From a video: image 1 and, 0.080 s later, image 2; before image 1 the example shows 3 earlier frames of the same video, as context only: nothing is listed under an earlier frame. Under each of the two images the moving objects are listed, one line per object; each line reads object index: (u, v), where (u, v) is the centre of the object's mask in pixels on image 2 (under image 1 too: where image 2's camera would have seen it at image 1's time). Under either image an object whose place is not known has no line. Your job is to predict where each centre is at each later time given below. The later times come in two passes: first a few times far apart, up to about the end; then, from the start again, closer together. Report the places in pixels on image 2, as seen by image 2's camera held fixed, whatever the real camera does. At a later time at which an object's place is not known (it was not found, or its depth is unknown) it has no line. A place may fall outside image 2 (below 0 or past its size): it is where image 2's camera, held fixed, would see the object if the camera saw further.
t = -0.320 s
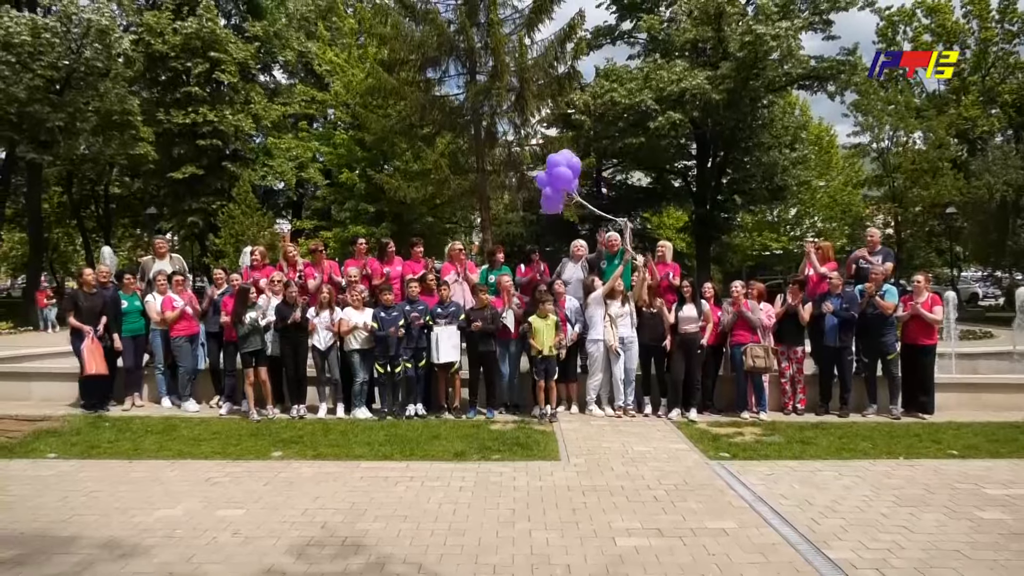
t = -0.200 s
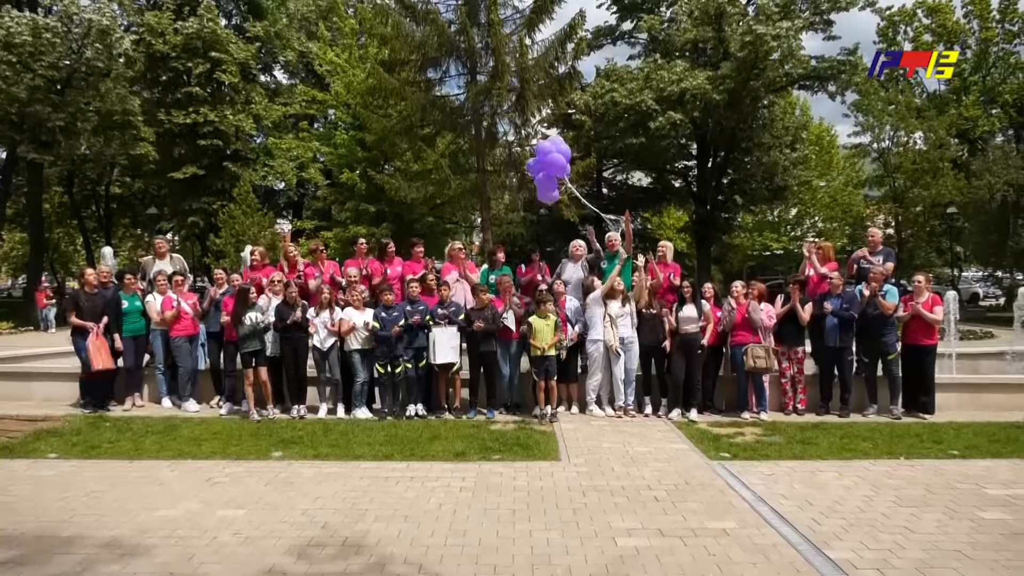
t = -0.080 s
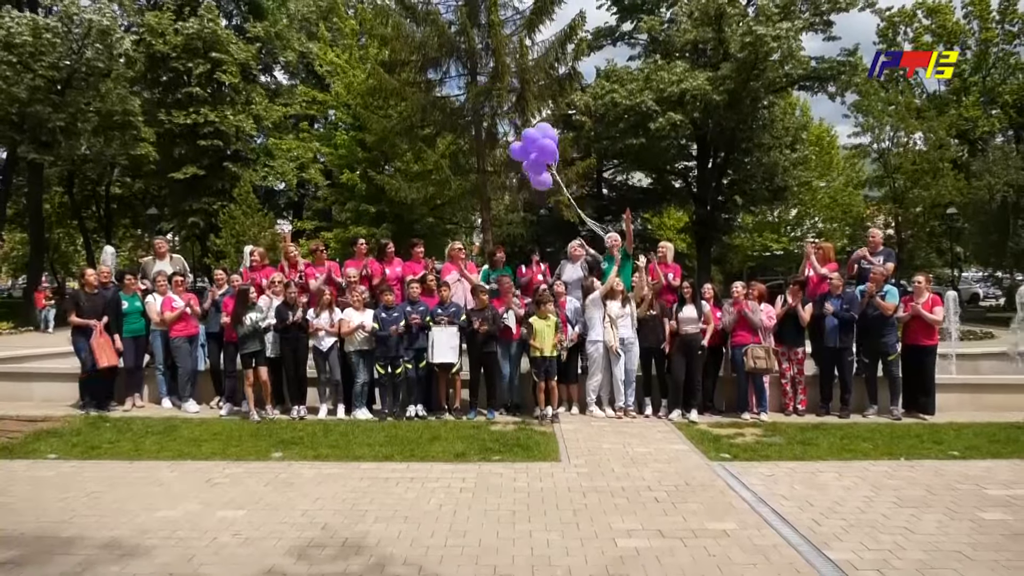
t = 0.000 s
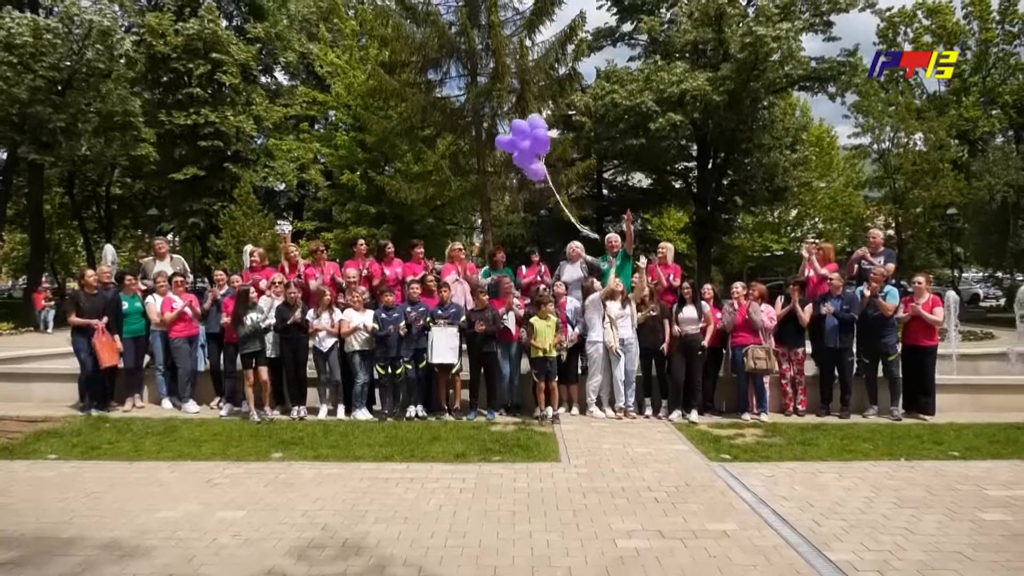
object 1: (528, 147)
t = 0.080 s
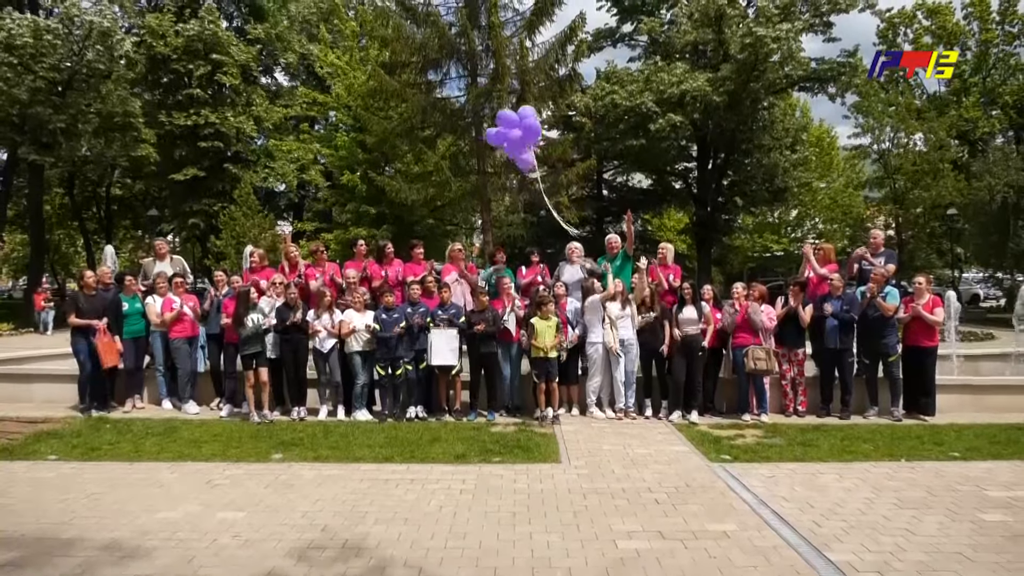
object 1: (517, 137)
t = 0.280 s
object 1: (491, 112)
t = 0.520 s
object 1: (458, 81)
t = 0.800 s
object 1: (425, 44)
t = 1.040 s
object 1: (404, 17)
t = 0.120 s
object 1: (512, 132)
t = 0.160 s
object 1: (506, 126)
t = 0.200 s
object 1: (501, 122)
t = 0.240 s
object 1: (496, 118)
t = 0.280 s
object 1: (491, 112)
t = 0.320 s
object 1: (485, 106)
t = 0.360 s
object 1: (480, 101)
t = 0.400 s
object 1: (474, 96)
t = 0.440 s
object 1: (469, 91)
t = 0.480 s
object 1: (464, 85)
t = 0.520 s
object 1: (458, 81)
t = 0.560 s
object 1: (454, 76)
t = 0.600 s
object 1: (449, 71)
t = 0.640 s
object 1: (445, 68)
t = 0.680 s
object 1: (439, 61)
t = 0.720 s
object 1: (433, 54)
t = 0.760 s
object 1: (429, 49)
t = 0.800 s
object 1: (425, 44)
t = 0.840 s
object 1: (420, 40)
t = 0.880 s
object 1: (415, 36)
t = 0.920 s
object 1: (411, 31)
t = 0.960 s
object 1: (411, 27)
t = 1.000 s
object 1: (407, 22)
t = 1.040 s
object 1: (404, 17)
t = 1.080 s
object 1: (401, 13)
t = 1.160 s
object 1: (395, 3)
